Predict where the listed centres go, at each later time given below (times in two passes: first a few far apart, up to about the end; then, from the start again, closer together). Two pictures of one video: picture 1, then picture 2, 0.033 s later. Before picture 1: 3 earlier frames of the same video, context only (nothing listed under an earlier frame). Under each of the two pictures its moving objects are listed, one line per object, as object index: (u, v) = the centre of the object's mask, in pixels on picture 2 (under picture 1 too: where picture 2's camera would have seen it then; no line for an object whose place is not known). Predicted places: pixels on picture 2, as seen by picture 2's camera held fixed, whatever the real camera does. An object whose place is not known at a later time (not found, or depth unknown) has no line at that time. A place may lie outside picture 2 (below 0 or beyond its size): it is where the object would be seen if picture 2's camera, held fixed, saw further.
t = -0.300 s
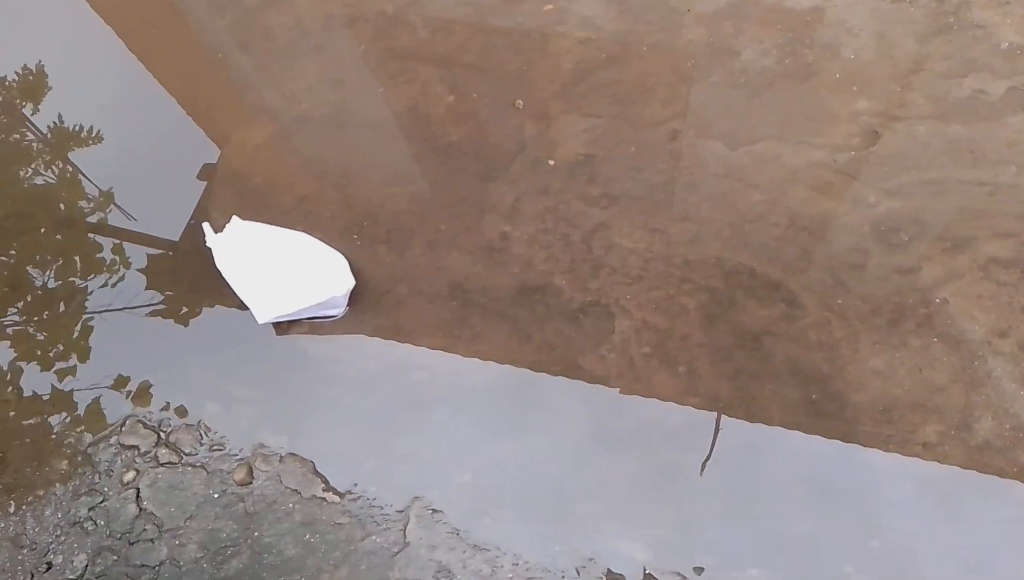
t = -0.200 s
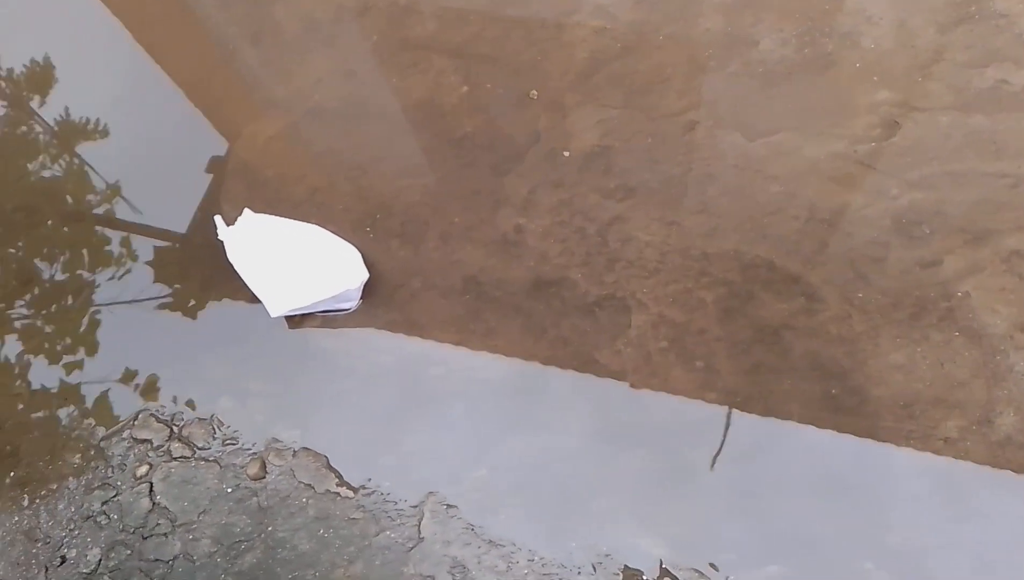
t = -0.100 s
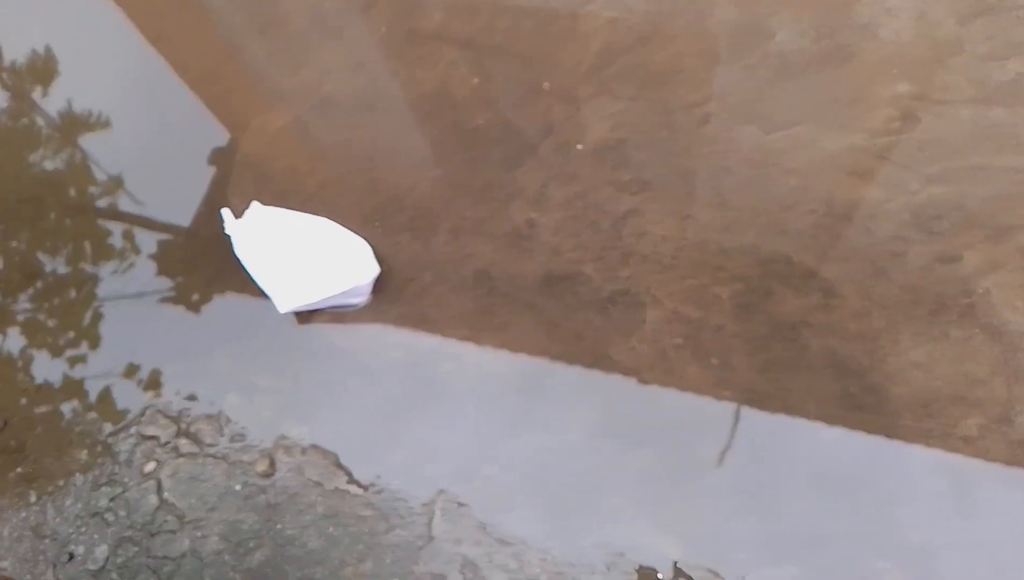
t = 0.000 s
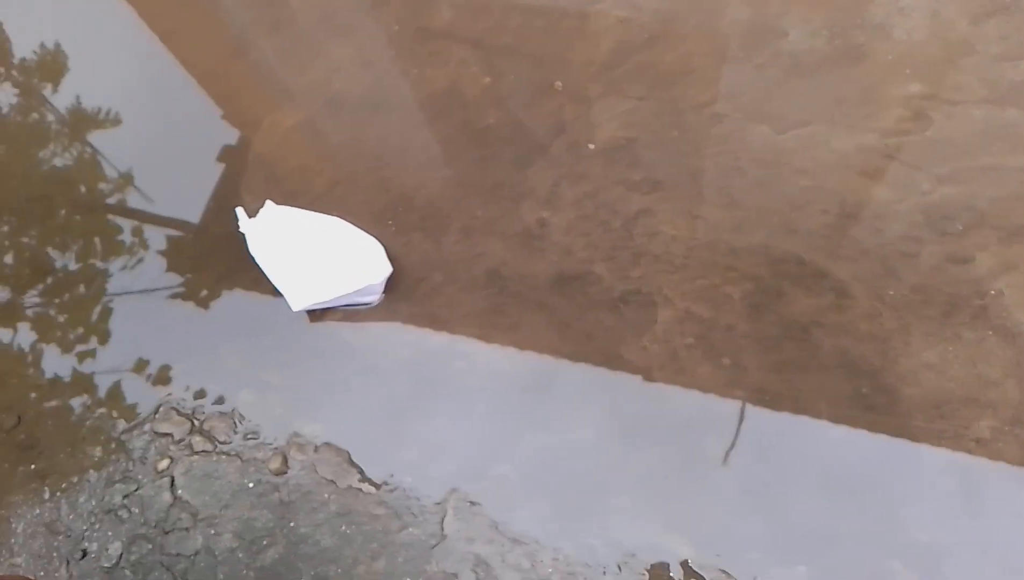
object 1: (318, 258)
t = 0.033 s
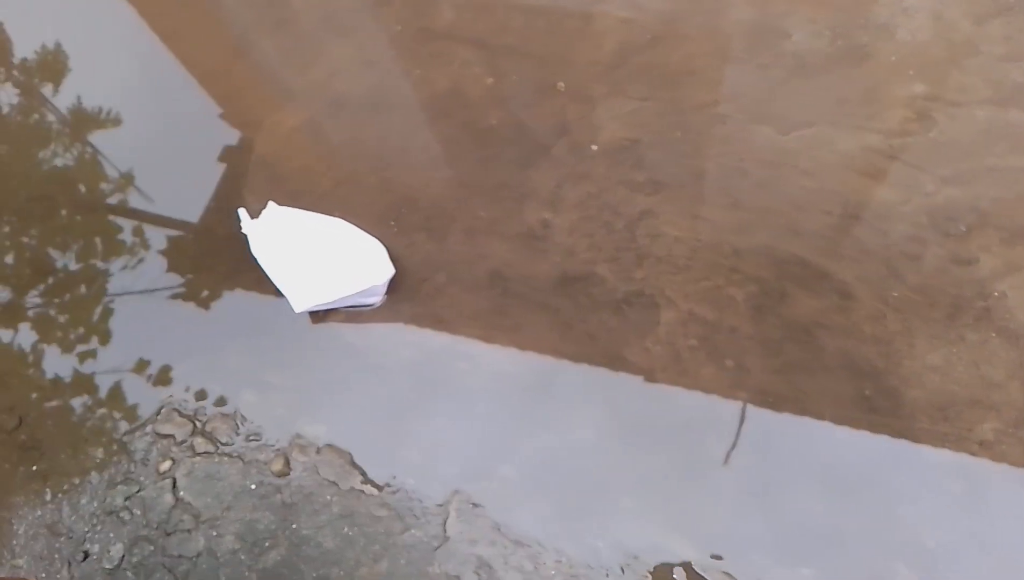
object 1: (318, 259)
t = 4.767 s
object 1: (322, 271)
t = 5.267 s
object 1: (322, 271)
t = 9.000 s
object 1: (324, 278)
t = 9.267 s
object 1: (324, 276)
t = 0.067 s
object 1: (318, 259)
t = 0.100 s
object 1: (318, 259)
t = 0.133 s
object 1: (318, 259)
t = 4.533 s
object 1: (323, 270)
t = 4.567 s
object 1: (322, 271)
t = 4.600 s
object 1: (322, 270)
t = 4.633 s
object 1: (322, 271)
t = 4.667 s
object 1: (322, 271)
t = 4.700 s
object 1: (322, 271)
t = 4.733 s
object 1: (322, 271)
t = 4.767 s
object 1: (322, 271)
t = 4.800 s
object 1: (322, 271)
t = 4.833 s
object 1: (322, 271)
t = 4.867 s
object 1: (322, 271)
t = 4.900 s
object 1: (322, 271)
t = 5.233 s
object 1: (322, 271)
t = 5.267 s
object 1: (322, 271)
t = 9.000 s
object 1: (324, 278)
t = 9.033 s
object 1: (324, 278)
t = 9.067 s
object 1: (323, 277)
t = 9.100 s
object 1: (324, 277)
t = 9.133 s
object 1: (323, 277)
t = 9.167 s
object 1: (324, 277)
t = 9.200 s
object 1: (324, 277)
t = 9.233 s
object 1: (324, 276)
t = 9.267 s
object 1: (324, 276)
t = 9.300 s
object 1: (324, 276)
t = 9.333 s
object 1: (324, 276)
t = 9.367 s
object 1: (324, 276)
